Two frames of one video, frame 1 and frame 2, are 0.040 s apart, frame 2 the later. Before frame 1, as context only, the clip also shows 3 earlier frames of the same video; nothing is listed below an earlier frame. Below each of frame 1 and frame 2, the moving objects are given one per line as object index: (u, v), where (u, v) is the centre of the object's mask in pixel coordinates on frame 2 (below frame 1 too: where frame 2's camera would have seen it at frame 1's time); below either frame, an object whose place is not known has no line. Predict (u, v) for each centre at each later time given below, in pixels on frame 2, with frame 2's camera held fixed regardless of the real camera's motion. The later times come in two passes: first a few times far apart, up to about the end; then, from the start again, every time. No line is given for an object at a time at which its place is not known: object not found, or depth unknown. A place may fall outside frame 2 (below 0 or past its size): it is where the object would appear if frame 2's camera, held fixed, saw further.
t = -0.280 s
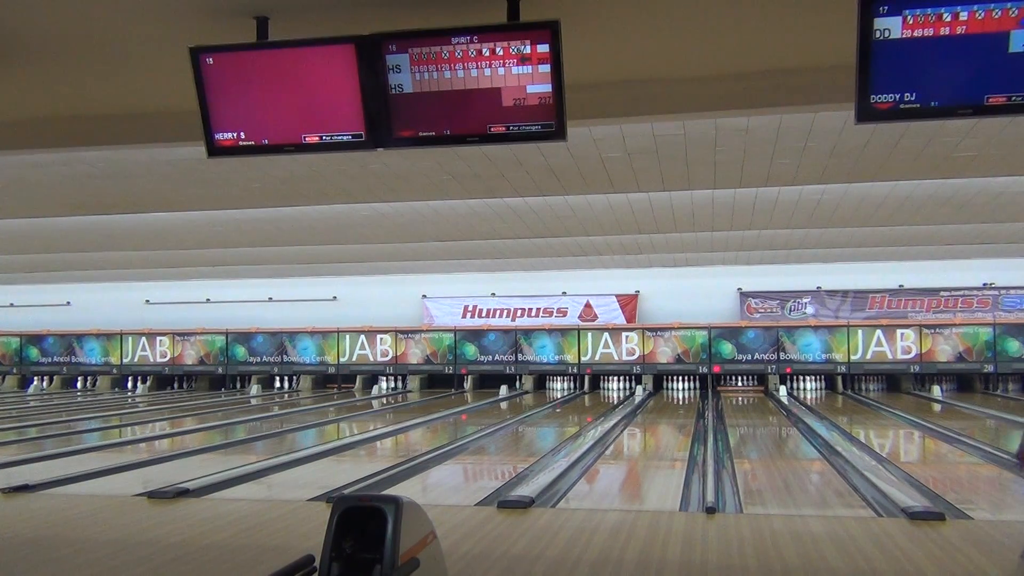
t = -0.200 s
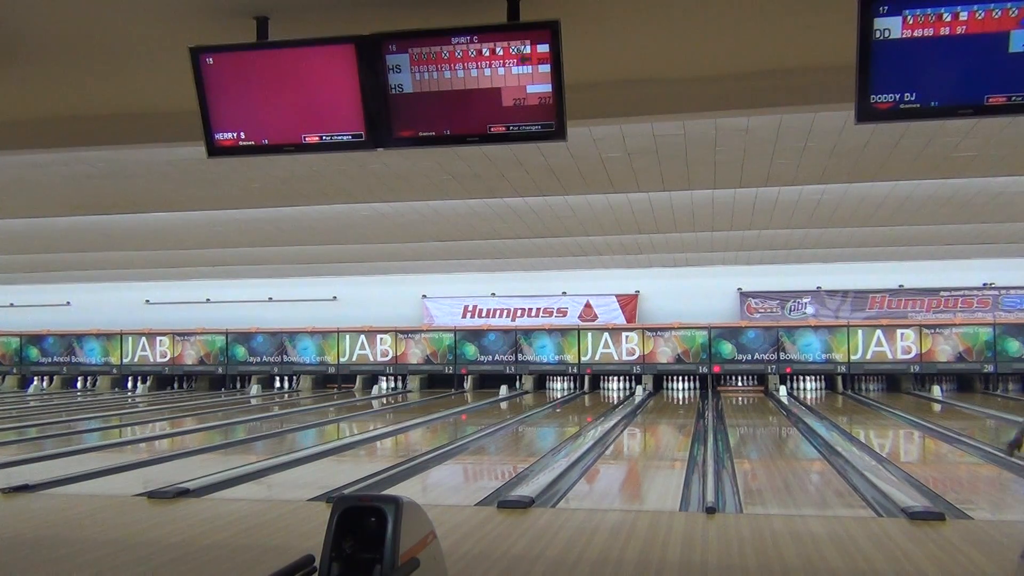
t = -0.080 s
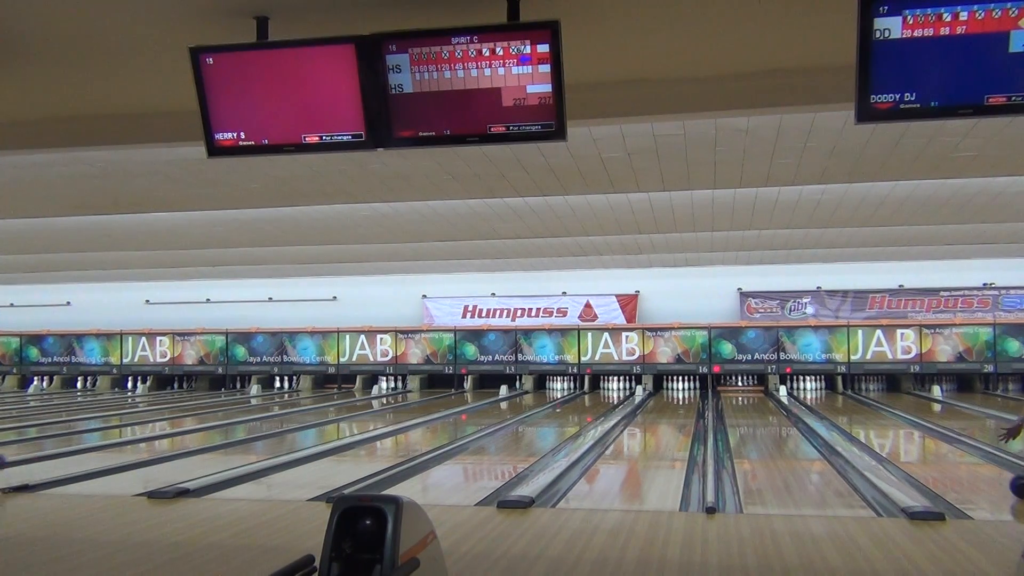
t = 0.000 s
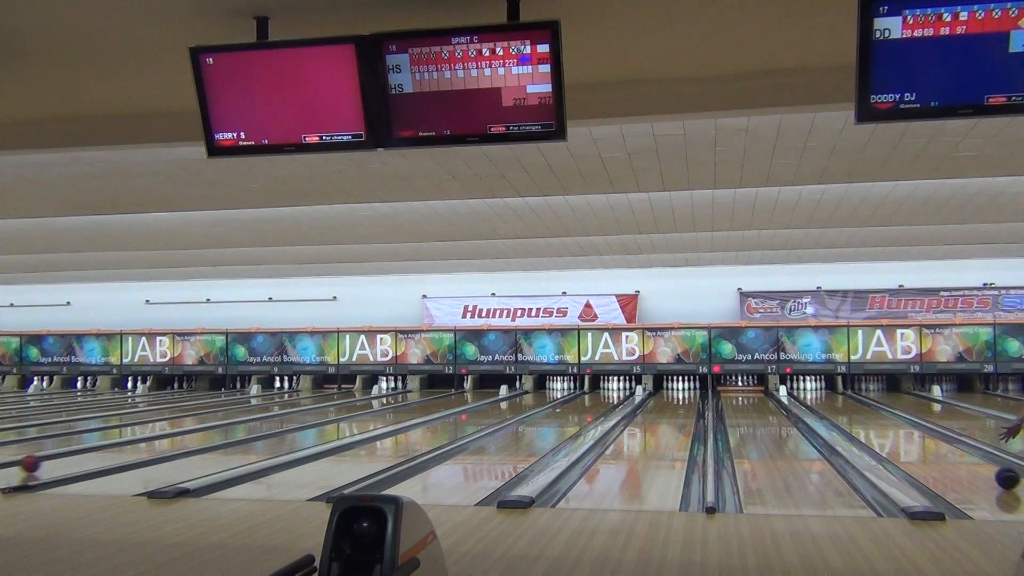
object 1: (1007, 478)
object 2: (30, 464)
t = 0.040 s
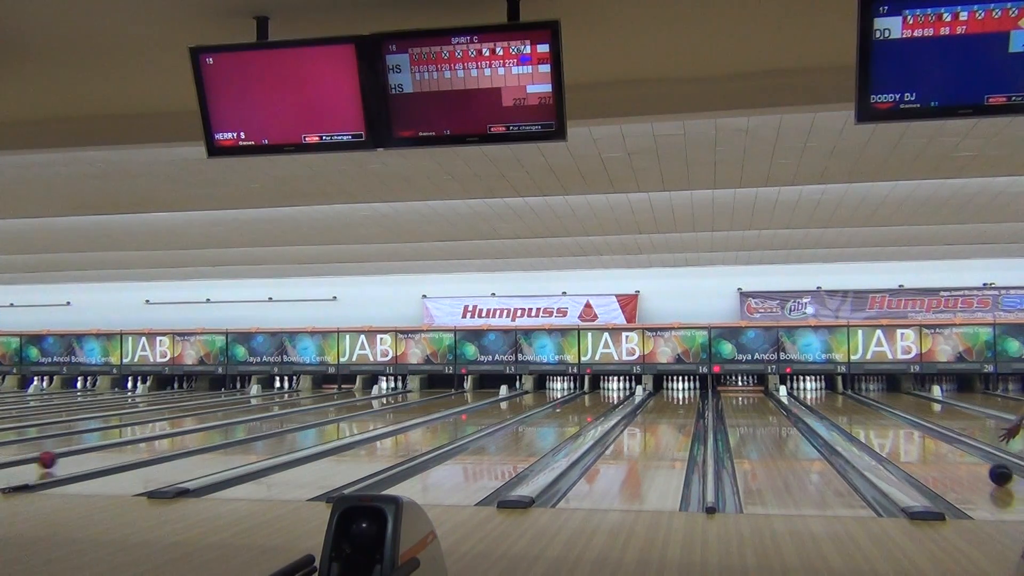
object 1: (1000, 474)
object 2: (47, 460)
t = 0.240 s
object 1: (971, 458)
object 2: (119, 448)
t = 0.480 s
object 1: (943, 443)
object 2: (187, 435)
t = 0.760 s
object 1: (918, 431)
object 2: (248, 423)
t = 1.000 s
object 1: (900, 421)
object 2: (290, 415)
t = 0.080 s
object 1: (994, 471)
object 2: (62, 458)
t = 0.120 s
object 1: (988, 467)
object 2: (78, 455)
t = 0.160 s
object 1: (982, 464)
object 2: (92, 452)
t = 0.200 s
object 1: (976, 461)
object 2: (106, 450)
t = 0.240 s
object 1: (971, 458)
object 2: (119, 448)
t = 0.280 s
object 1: (966, 455)
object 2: (132, 445)
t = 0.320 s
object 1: (961, 453)
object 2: (144, 443)
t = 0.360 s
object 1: (956, 450)
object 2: (155, 441)
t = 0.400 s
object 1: (952, 448)
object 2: (166, 439)
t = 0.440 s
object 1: (947, 445)
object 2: (177, 437)
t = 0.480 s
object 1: (943, 443)
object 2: (187, 435)
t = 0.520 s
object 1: (939, 441)
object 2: (197, 433)
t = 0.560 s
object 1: (935, 439)
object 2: (206, 432)
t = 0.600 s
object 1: (931, 437)
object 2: (215, 430)
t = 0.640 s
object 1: (928, 436)
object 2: (224, 428)
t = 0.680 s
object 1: (925, 434)
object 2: (232, 426)
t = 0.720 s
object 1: (921, 432)
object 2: (240, 425)
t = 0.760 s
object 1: (918, 431)
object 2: (248, 423)
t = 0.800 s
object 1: (914, 429)
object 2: (256, 422)
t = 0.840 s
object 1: (912, 427)
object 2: (264, 420)
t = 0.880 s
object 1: (909, 426)
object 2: (270, 419)
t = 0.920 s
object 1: (906, 424)
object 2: (277, 418)
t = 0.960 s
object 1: (903, 422)
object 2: (284, 416)
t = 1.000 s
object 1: (900, 421)
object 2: (290, 415)
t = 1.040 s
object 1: (898, 420)
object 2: (296, 414)
